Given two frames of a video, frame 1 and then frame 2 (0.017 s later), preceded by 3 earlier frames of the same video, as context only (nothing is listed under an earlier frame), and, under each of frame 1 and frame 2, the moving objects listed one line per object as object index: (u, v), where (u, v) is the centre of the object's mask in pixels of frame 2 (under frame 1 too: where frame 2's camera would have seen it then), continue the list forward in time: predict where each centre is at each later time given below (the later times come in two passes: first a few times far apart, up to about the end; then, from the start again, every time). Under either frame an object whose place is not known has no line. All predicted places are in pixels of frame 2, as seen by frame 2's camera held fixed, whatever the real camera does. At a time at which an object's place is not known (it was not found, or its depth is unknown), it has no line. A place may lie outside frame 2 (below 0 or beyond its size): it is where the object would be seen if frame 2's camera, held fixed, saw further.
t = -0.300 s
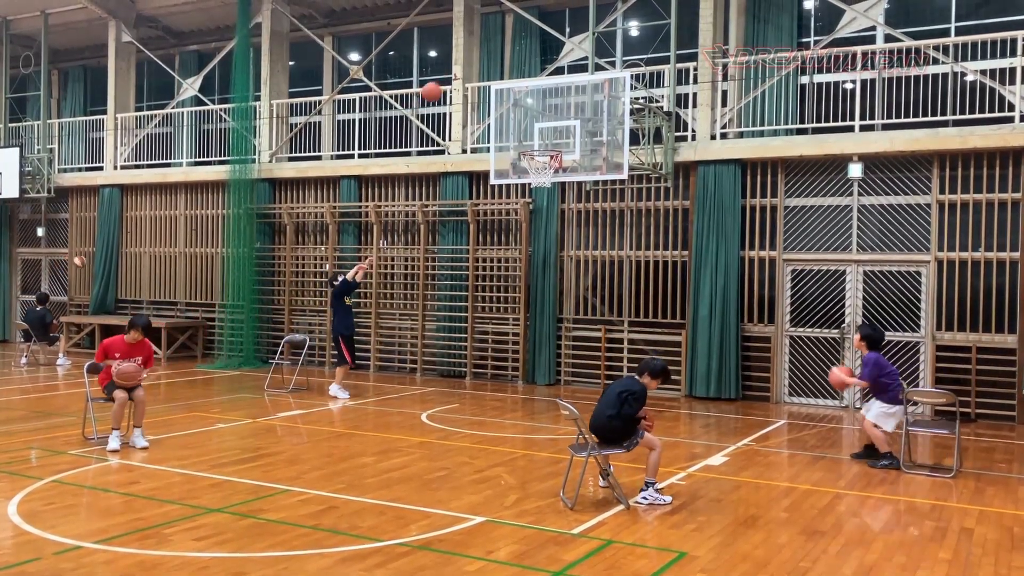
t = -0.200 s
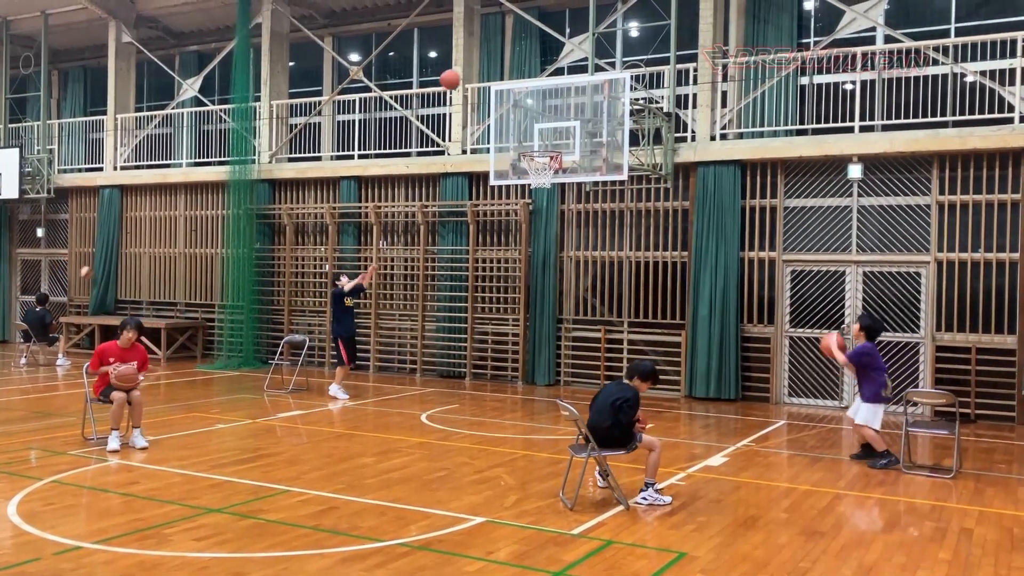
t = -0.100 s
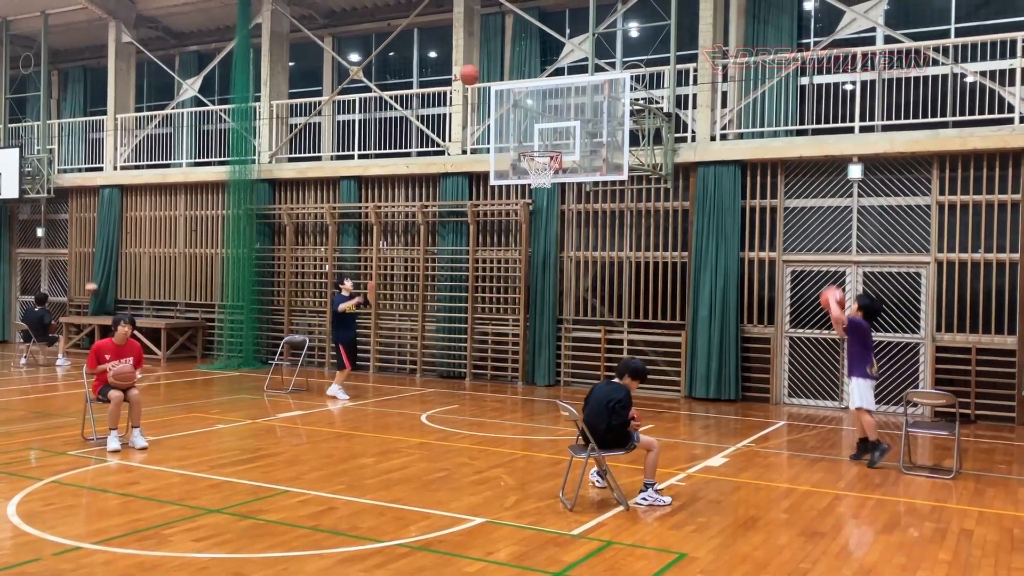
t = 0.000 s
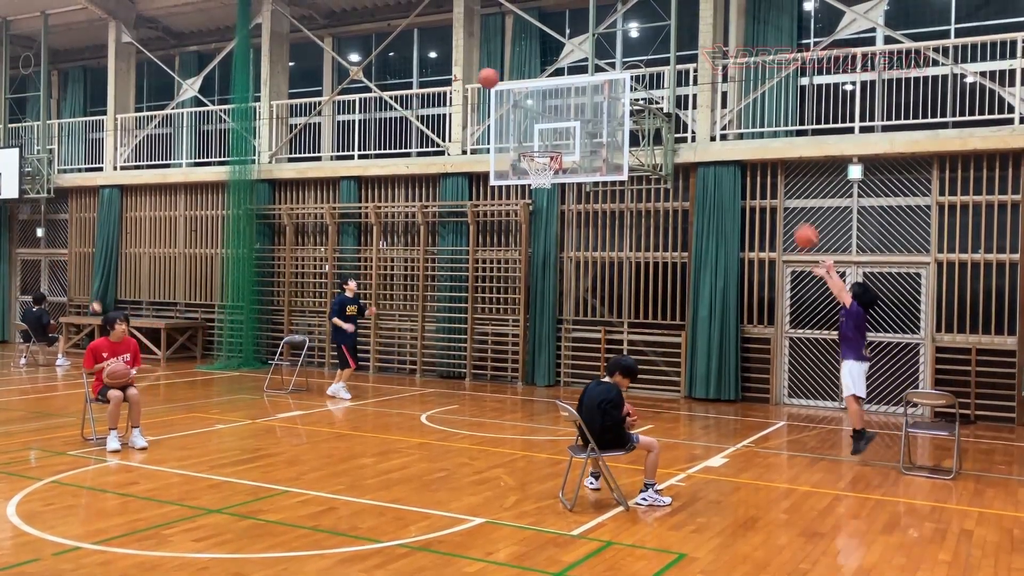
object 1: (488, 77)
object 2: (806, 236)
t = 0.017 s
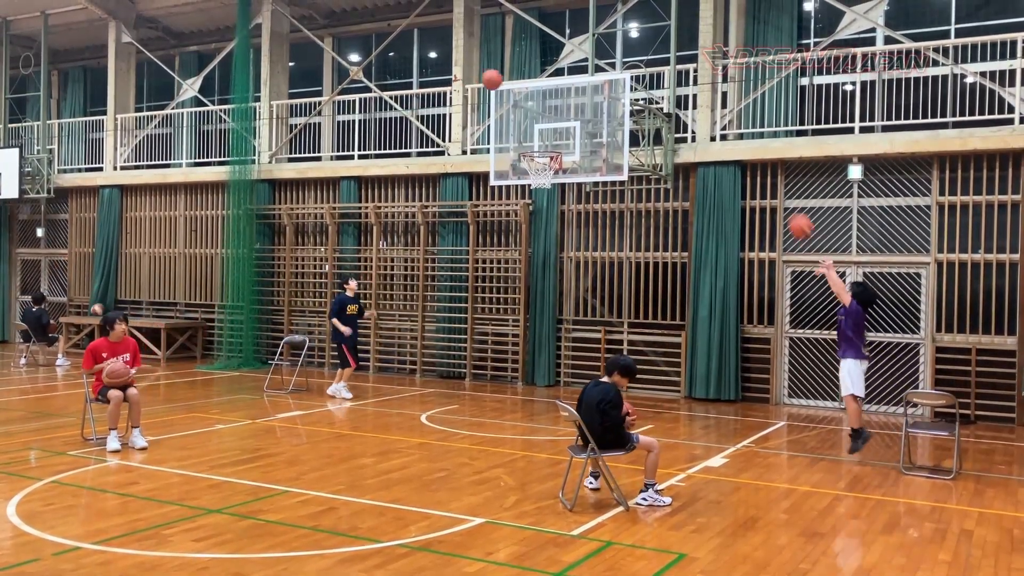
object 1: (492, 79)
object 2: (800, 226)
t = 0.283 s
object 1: (545, 136)
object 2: (720, 112)
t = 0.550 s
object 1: (547, 123)
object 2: (648, 76)
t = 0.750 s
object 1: (545, 144)
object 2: (597, 93)
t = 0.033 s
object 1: (495, 80)
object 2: (796, 218)
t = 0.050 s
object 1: (498, 82)
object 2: (790, 207)
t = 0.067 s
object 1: (501, 85)
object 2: (785, 198)
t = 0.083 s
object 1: (505, 87)
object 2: (780, 190)
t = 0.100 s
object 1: (509, 90)
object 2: (774, 181)
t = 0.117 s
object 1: (512, 93)
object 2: (769, 173)
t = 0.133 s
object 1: (515, 96)
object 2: (765, 166)
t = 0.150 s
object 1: (518, 99)
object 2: (760, 160)
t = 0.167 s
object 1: (521, 102)
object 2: (755, 152)
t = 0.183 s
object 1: (525, 107)
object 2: (749, 145)
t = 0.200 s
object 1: (528, 111)
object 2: (745, 139)
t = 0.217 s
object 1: (531, 116)
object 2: (740, 132)
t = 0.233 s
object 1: (535, 120)
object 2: (735, 128)
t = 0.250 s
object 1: (538, 125)
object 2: (730, 122)
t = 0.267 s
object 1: (541, 130)
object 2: (725, 117)
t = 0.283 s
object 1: (545, 136)
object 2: (720, 112)
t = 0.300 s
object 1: (548, 141)
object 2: (715, 108)
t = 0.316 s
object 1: (548, 140)
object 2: (711, 104)
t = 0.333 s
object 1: (548, 137)
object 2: (706, 100)
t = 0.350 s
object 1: (548, 135)
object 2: (701, 96)
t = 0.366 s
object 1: (548, 133)
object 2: (696, 93)
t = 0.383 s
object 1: (548, 131)
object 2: (692, 90)
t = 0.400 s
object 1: (548, 129)
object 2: (688, 87)
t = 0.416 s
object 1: (548, 127)
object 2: (683, 85)
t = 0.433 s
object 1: (548, 126)
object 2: (679, 83)
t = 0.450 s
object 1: (548, 125)
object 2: (674, 81)
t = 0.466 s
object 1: (548, 124)
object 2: (669, 80)
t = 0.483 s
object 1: (548, 123)
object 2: (665, 78)
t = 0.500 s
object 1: (548, 123)
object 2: (661, 78)
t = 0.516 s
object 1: (547, 123)
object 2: (657, 77)
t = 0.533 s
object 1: (547, 123)
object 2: (653, 76)
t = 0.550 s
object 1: (547, 123)
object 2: (648, 76)
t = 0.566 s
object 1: (547, 124)
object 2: (644, 77)
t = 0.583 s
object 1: (547, 124)
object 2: (640, 76)
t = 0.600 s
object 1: (547, 125)
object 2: (636, 77)
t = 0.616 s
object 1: (547, 126)
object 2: (631, 78)
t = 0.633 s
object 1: (546, 128)
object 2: (627, 79)
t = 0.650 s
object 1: (546, 130)
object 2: (622, 80)
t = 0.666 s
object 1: (546, 132)
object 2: (618, 82)
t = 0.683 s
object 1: (546, 134)
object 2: (614, 84)
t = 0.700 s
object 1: (546, 137)
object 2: (610, 86)
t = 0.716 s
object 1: (546, 139)
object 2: (605, 88)
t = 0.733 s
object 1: (545, 142)
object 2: (602, 90)
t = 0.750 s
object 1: (545, 144)
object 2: (597, 93)
